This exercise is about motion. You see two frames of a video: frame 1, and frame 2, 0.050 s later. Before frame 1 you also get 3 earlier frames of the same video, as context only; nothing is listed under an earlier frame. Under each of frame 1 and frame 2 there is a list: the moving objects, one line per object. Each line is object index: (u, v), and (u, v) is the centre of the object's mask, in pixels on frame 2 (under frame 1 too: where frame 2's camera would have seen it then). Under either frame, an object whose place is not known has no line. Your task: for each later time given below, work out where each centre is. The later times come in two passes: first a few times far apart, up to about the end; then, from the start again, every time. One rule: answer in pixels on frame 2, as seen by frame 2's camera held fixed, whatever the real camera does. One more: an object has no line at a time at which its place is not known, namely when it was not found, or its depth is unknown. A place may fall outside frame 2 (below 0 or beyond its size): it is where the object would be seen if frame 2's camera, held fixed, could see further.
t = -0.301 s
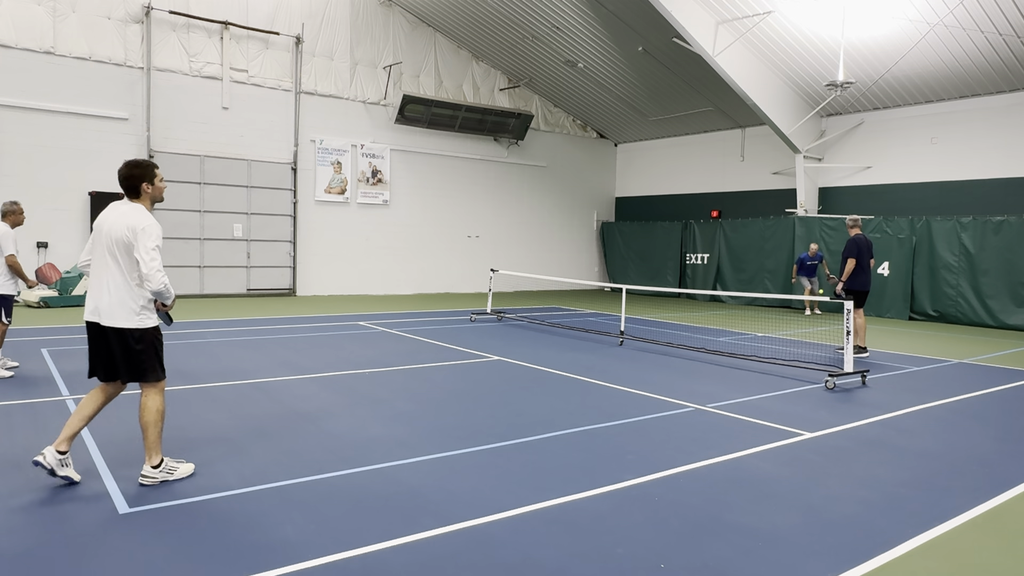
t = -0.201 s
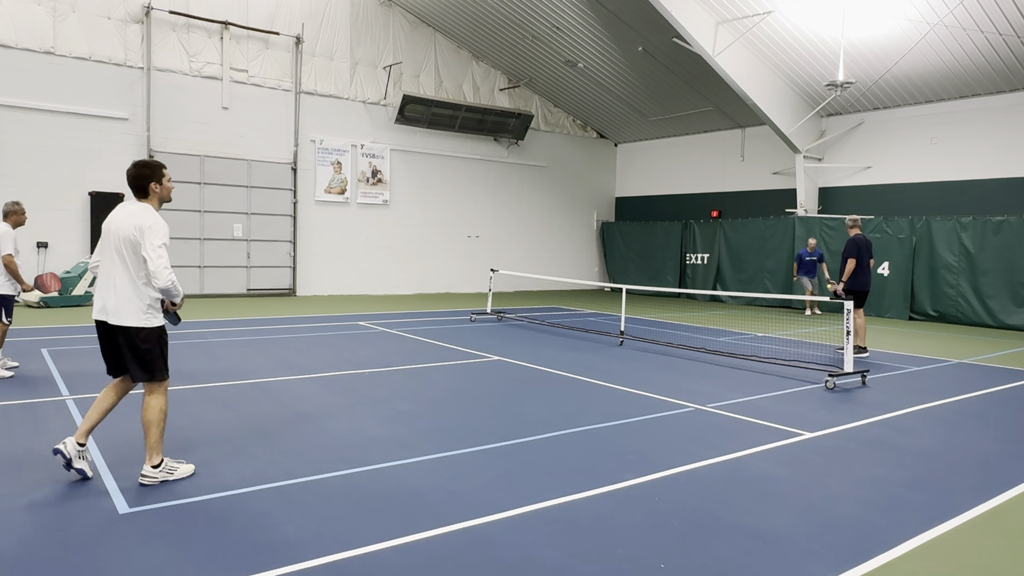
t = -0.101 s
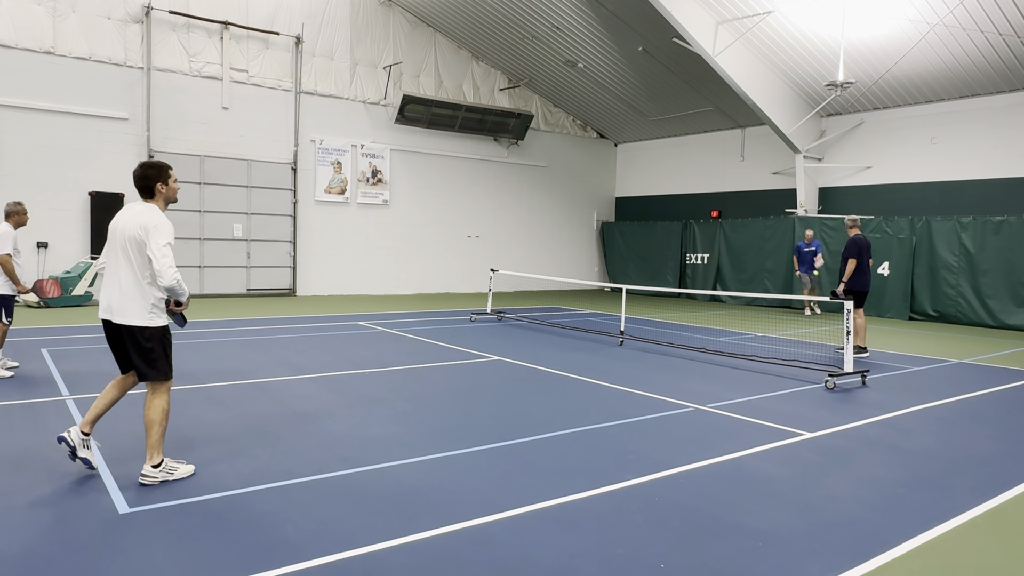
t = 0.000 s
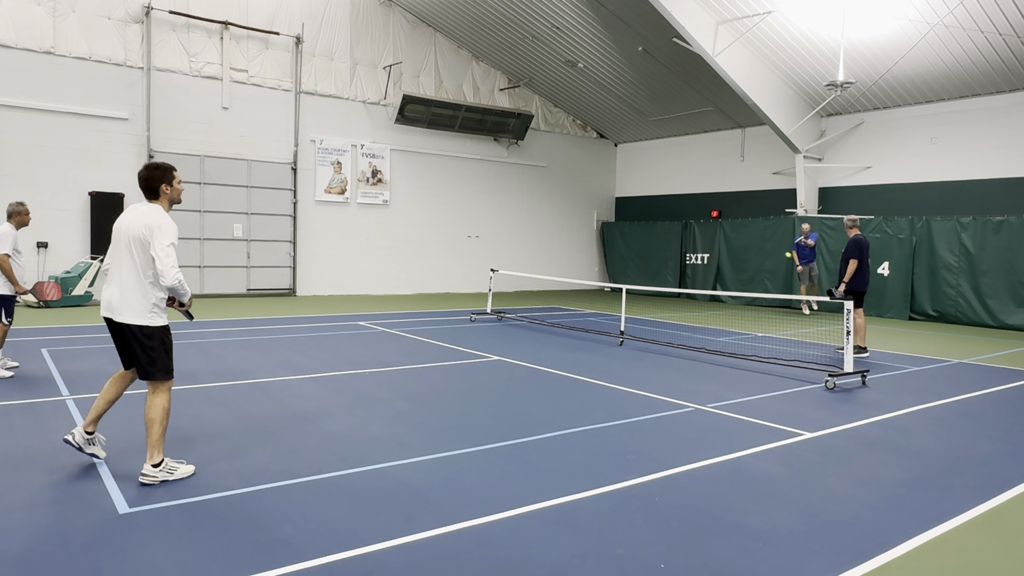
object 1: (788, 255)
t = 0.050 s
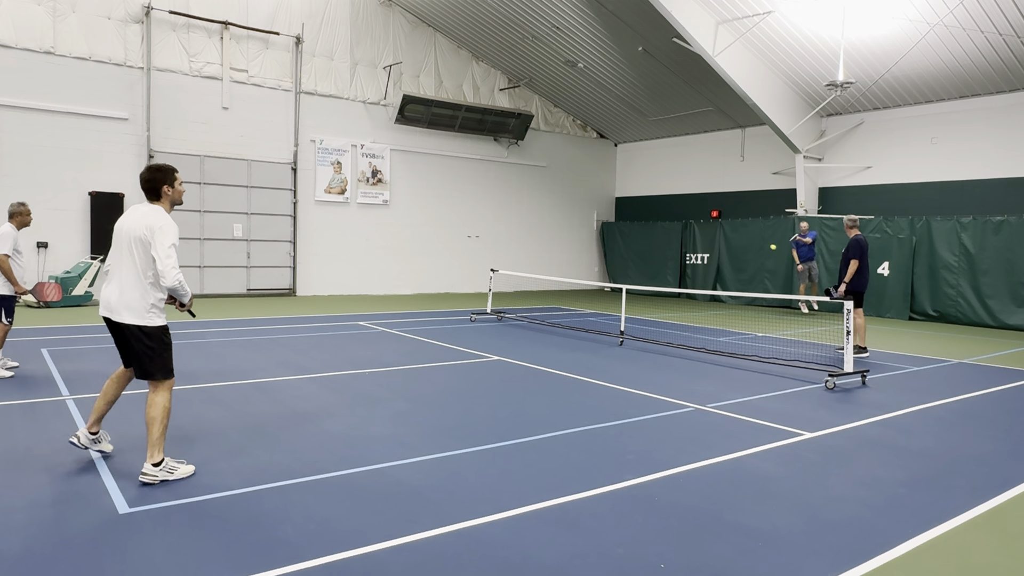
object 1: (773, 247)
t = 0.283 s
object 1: (688, 225)
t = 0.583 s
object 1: (535, 249)
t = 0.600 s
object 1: (524, 252)
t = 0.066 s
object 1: (768, 244)
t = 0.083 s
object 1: (762, 242)
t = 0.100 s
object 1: (757, 240)
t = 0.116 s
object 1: (751, 238)
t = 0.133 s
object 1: (746, 236)
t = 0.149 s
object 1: (740, 234)
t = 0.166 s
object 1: (734, 233)
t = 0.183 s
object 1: (727, 231)
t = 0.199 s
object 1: (721, 230)
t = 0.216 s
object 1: (715, 229)
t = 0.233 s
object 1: (709, 227)
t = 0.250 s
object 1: (702, 226)
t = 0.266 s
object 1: (695, 226)
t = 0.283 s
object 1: (688, 225)
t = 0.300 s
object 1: (681, 225)
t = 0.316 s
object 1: (674, 225)
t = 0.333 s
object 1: (667, 224)
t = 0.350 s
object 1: (659, 225)
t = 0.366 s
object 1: (651, 225)
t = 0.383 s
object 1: (643, 225)
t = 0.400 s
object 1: (636, 226)
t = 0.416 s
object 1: (627, 227)
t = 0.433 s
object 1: (619, 228)
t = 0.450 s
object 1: (610, 229)
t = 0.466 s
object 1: (602, 230)
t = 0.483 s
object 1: (592, 232)
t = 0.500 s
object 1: (583, 234)
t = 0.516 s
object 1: (574, 237)
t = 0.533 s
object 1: (565, 239)
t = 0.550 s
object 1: (555, 242)
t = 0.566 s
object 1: (545, 245)
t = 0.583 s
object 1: (535, 249)
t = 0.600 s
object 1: (524, 252)
